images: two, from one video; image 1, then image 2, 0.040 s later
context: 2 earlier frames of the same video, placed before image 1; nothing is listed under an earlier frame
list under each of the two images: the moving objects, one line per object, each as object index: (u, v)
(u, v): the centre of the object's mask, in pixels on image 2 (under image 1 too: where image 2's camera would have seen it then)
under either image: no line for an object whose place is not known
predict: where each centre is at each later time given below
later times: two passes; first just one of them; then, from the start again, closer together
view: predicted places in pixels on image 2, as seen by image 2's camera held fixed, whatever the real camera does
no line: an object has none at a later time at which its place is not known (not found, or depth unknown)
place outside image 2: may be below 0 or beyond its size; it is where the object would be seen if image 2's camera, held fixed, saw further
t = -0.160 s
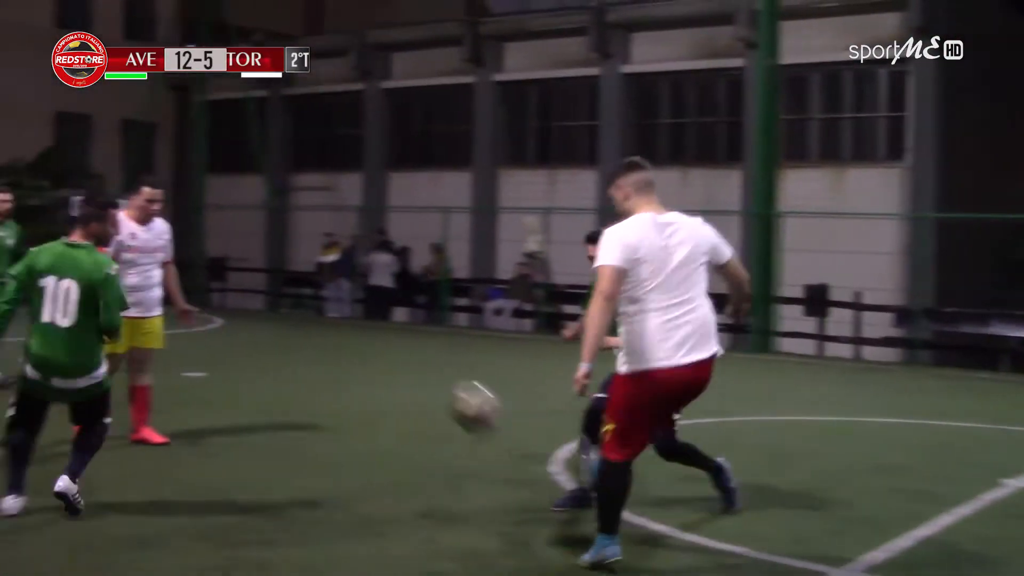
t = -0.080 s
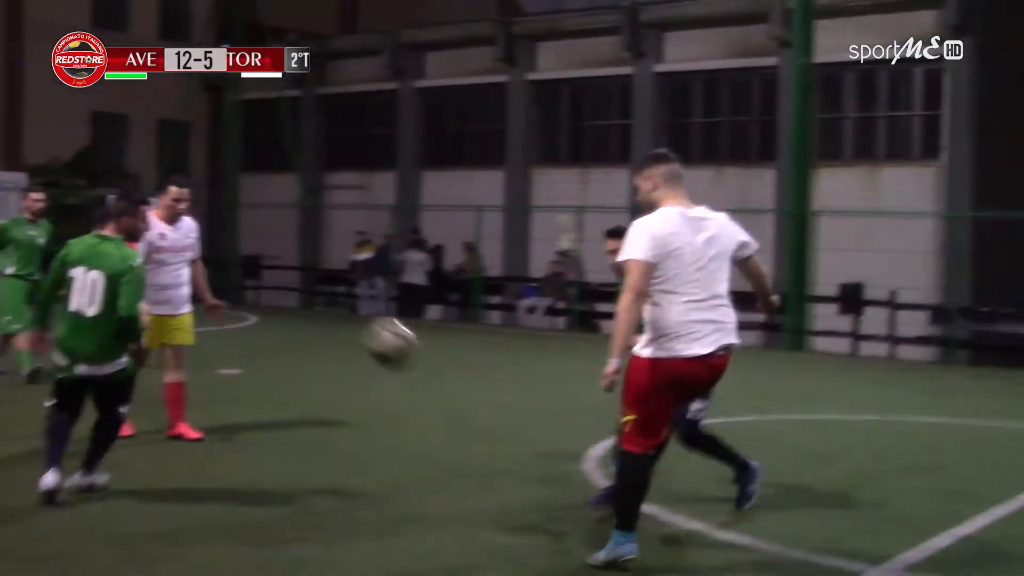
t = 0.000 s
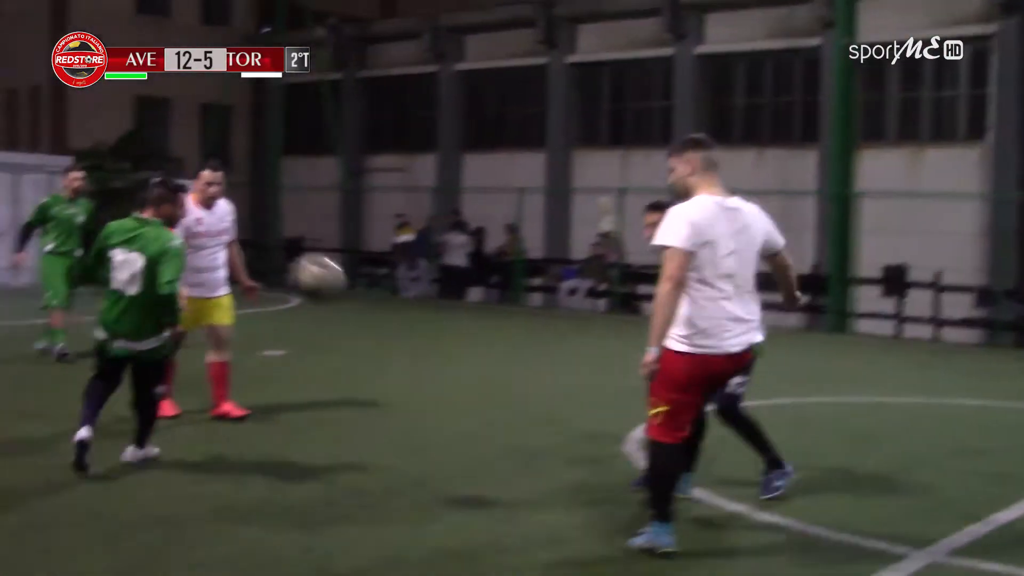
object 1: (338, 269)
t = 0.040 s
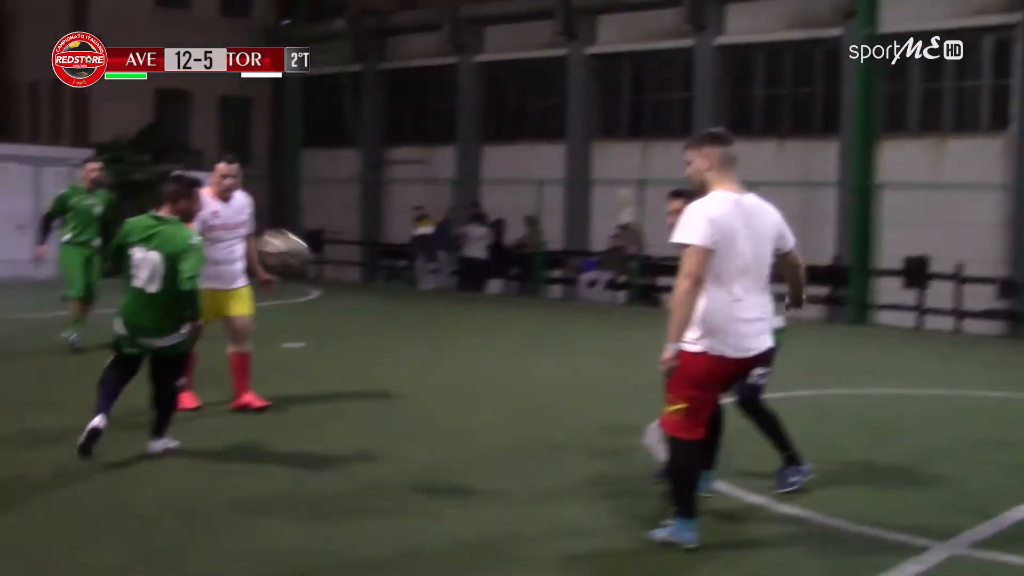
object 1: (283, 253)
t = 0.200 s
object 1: (68, 220)
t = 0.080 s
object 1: (227, 239)
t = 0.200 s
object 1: (68, 220)
